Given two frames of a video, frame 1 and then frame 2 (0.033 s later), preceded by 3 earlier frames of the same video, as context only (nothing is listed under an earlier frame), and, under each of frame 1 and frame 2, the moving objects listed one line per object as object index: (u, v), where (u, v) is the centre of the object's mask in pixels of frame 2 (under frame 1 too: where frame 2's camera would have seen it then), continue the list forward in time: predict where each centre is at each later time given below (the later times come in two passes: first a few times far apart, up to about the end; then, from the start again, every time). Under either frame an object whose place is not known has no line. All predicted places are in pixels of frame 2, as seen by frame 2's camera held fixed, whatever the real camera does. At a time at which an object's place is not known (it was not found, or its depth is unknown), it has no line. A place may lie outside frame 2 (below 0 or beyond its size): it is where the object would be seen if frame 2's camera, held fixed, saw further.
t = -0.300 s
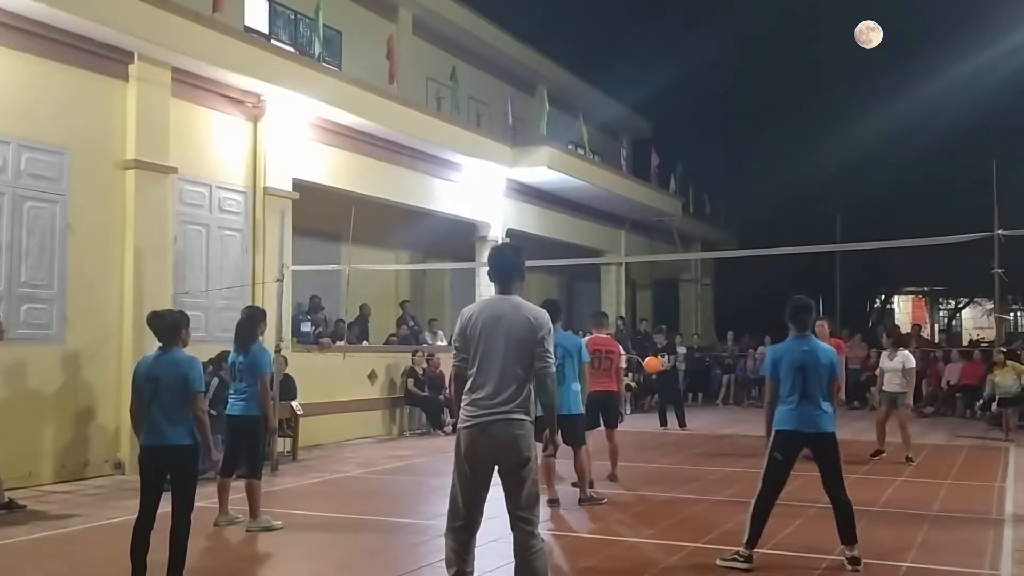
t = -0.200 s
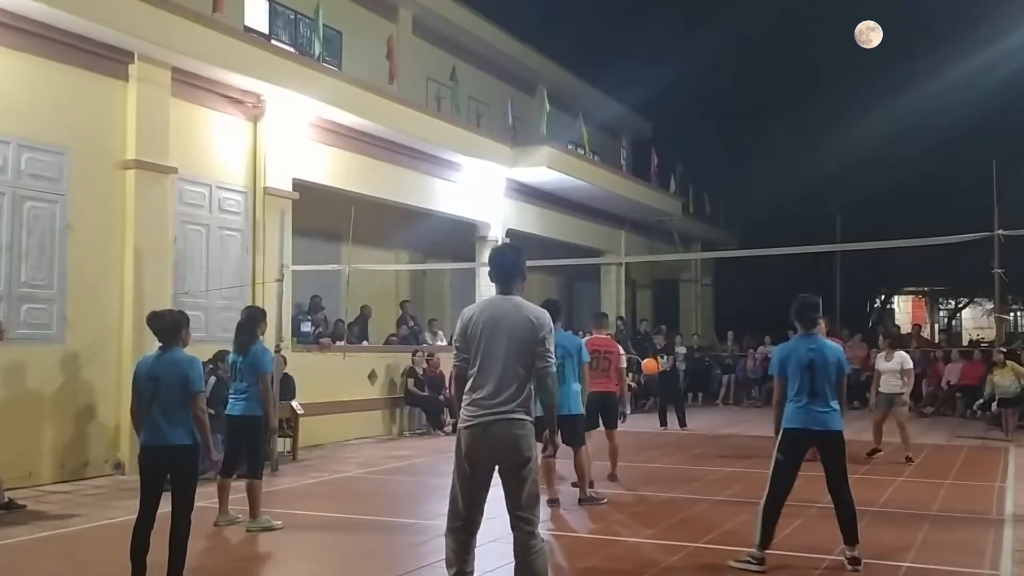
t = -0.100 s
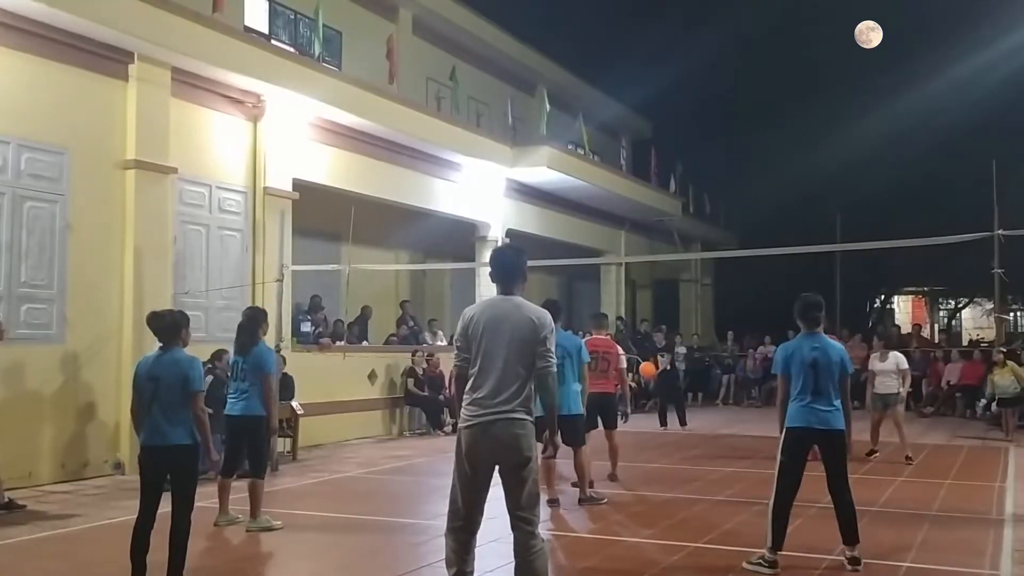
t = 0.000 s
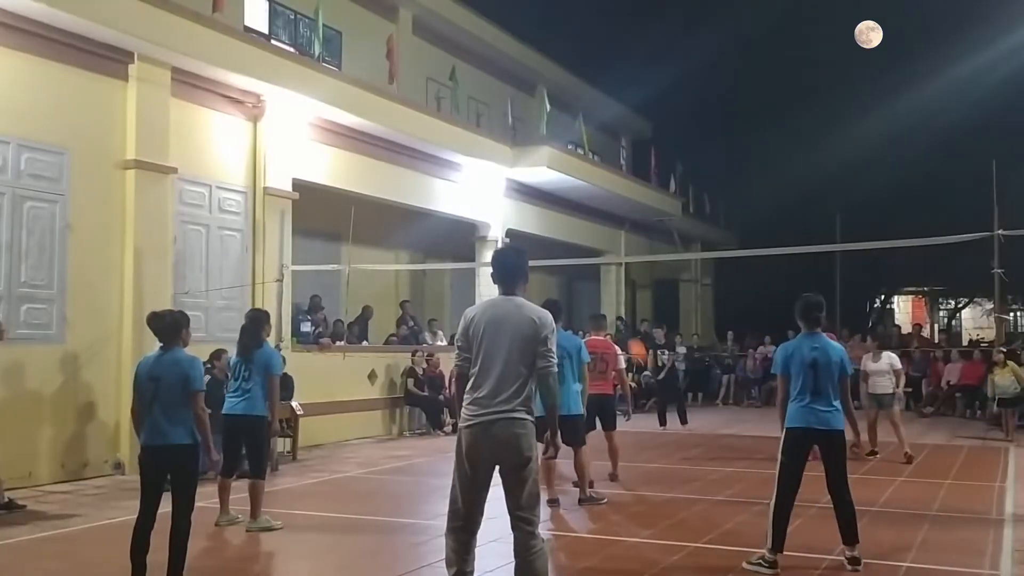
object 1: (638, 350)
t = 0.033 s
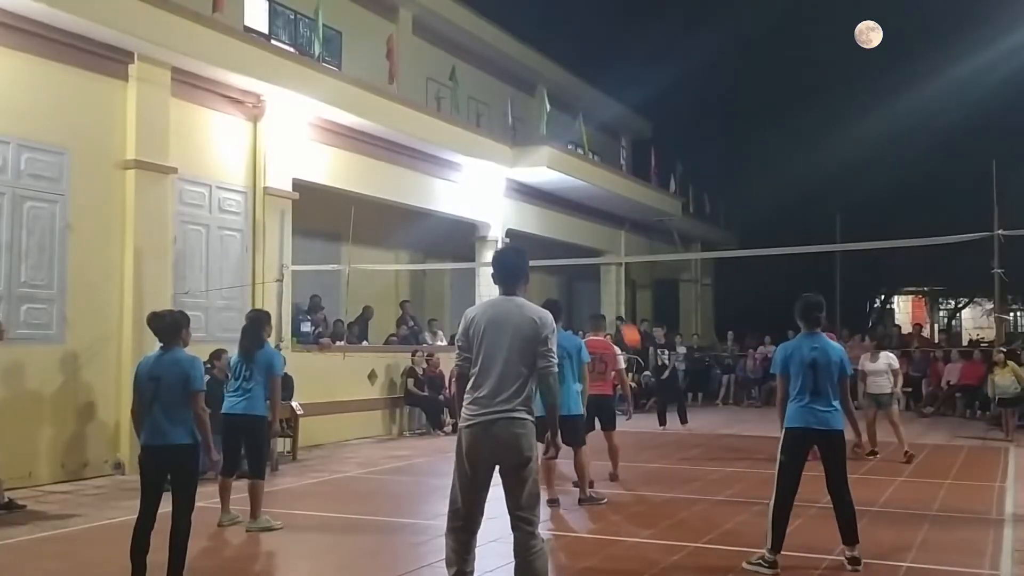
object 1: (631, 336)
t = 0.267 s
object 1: (584, 238)
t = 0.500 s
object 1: (531, 166)
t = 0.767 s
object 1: (451, 137)
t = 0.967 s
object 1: (374, 160)
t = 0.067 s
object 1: (625, 320)
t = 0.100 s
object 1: (617, 305)
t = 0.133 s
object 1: (611, 290)
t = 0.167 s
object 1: (603, 276)
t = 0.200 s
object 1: (597, 262)
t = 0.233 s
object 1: (590, 249)
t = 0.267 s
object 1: (584, 238)
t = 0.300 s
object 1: (576, 226)
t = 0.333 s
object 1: (569, 214)
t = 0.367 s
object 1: (563, 205)
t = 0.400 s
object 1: (556, 196)
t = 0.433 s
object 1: (550, 188)
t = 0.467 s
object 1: (540, 177)
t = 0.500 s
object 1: (531, 166)
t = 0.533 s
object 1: (522, 159)
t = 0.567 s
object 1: (513, 154)
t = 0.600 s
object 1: (504, 150)
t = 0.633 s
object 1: (494, 145)
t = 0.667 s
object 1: (482, 142)
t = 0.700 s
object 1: (473, 140)
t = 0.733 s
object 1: (463, 138)
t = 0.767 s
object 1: (451, 137)
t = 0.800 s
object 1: (440, 137)
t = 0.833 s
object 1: (427, 139)
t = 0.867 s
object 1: (413, 142)
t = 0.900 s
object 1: (401, 146)
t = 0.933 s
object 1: (387, 152)
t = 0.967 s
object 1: (374, 160)
